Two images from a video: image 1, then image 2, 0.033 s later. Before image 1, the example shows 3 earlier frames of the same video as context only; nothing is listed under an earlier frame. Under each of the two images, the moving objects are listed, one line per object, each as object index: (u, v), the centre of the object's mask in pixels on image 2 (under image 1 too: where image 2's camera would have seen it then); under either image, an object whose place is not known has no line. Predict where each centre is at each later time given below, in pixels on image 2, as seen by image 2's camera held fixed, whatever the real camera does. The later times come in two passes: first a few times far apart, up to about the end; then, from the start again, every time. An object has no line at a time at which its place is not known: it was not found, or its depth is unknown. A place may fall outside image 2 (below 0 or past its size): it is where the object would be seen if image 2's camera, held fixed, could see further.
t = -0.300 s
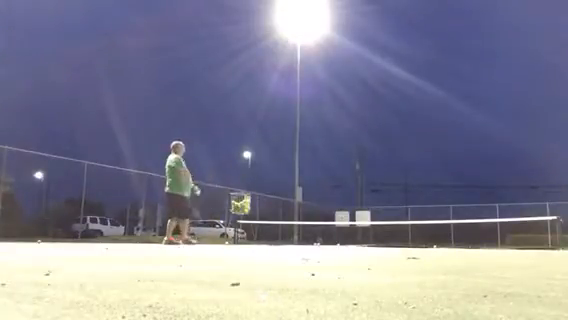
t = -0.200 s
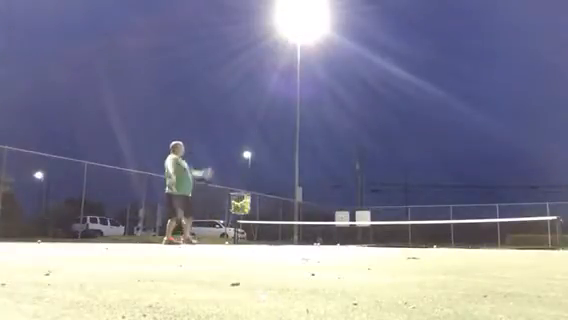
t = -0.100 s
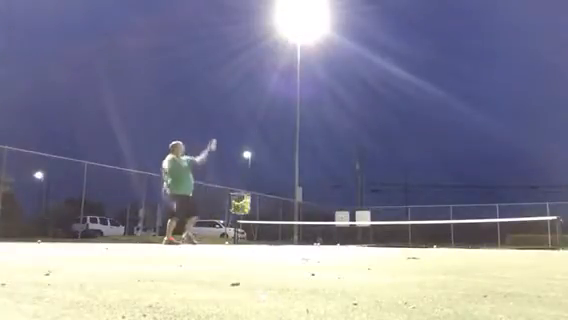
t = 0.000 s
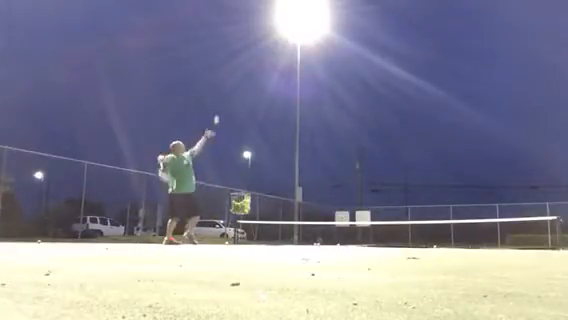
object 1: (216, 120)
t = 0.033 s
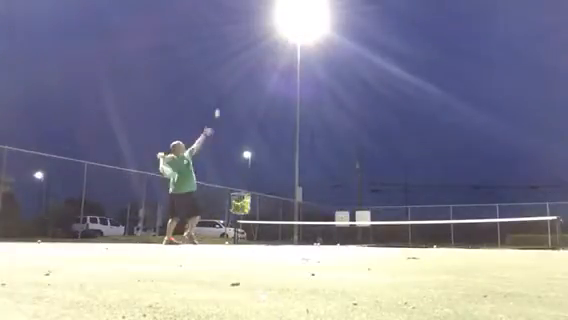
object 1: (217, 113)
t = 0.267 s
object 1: (221, 86)
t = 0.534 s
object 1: (223, 92)
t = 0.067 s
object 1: (217, 107)
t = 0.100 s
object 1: (218, 102)
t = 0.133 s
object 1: (219, 97)
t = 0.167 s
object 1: (219, 94)
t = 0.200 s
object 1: (220, 91)
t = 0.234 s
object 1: (220, 89)
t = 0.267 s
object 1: (221, 86)
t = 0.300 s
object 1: (220, 85)
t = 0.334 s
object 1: (222, 85)
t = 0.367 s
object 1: (222, 85)
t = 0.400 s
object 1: (222, 85)
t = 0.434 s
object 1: (222, 86)
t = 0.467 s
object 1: (222, 88)
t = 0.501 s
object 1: (223, 90)
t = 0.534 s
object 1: (223, 92)
